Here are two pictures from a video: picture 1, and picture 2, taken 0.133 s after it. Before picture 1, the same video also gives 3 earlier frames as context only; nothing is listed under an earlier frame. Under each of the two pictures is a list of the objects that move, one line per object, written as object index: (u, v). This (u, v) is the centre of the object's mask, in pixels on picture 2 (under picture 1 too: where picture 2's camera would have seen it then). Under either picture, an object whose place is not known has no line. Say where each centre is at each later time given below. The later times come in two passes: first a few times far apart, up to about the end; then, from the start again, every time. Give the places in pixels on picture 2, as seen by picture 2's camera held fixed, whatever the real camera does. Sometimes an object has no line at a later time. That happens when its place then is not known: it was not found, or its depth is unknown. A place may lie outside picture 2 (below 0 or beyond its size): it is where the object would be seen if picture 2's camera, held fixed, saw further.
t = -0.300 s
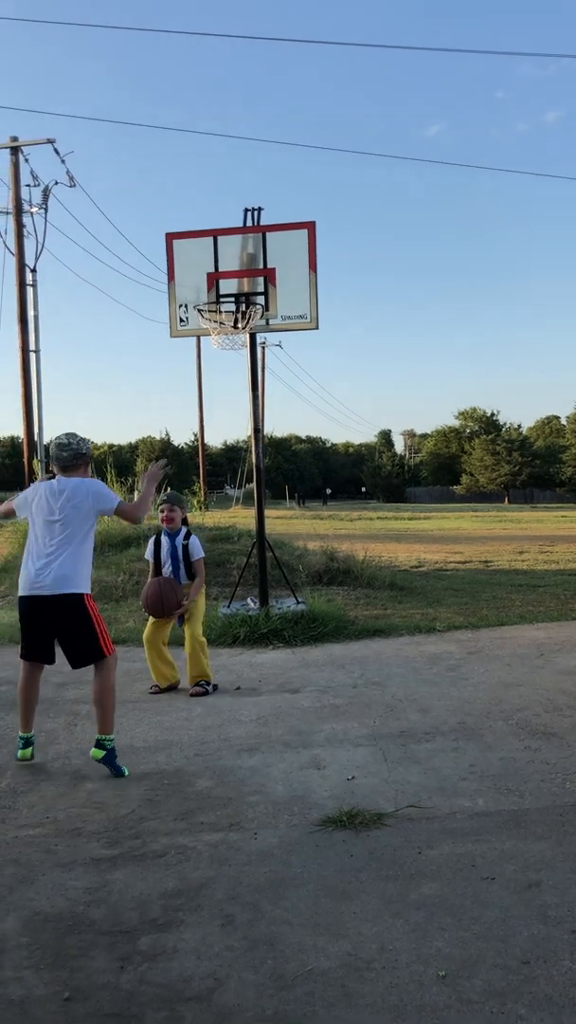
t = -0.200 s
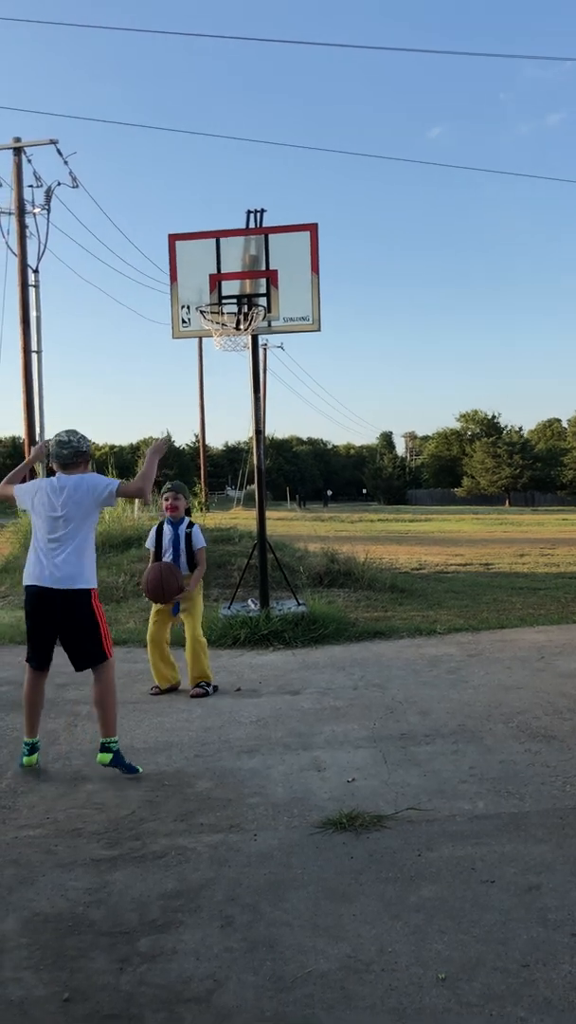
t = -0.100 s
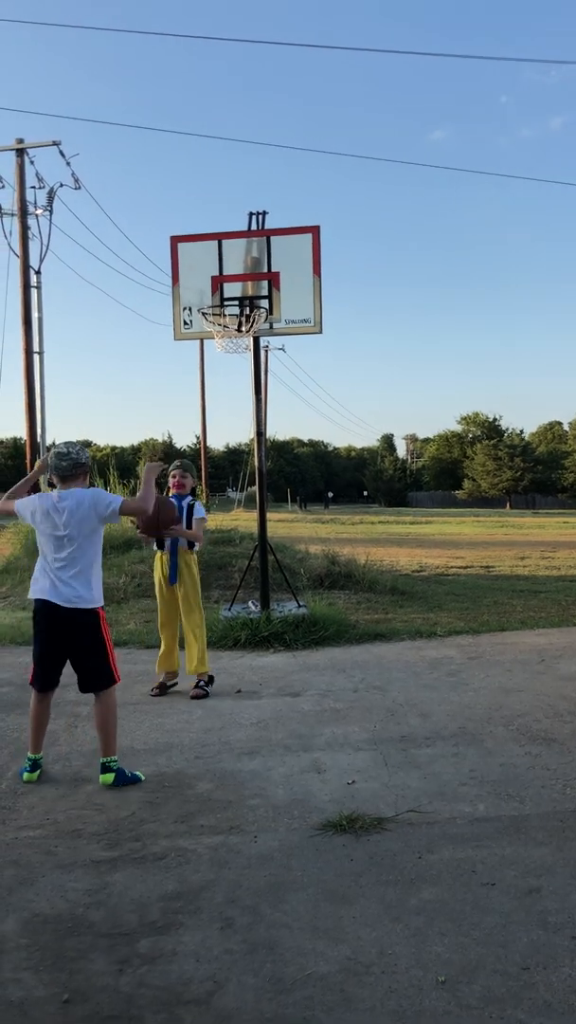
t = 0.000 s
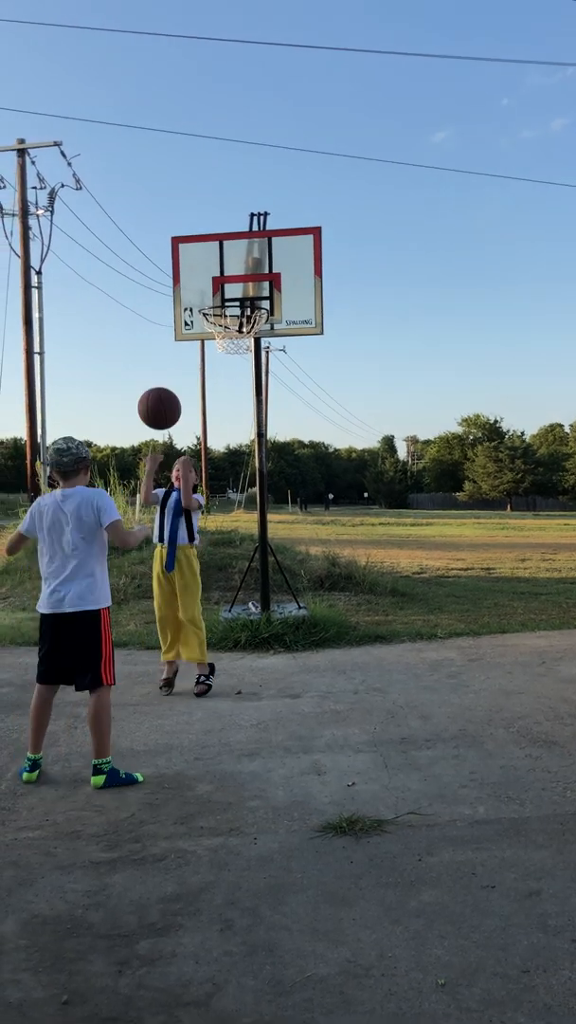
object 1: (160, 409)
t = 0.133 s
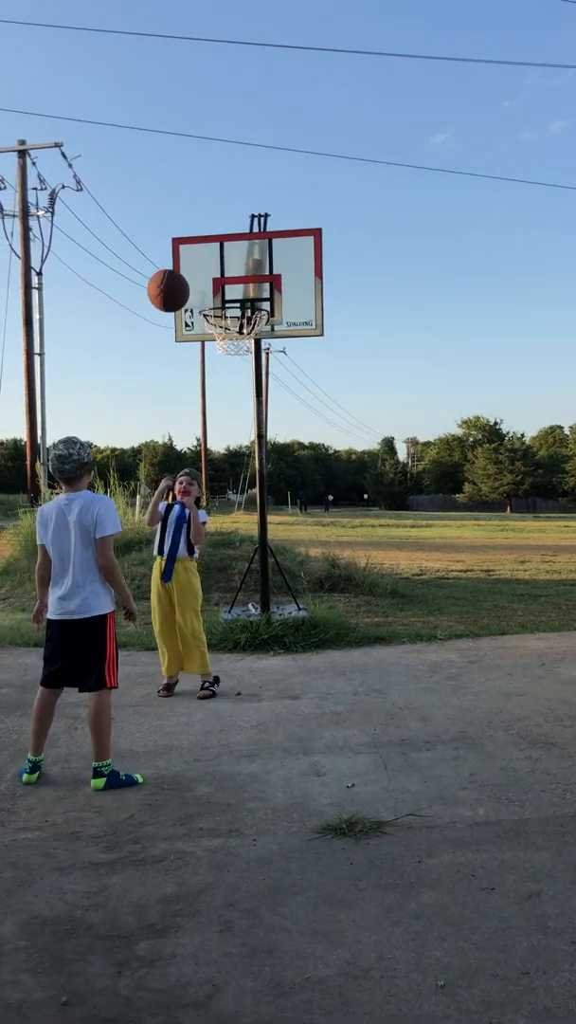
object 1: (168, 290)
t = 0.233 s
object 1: (175, 226)
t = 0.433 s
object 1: (191, 154)
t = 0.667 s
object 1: (212, 158)
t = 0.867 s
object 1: (231, 232)
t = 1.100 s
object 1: (257, 389)
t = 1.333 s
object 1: (282, 611)
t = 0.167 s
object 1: (171, 267)
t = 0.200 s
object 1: (173, 245)
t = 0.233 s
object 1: (175, 226)
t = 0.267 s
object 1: (178, 208)
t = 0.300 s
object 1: (181, 193)
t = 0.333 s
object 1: (184, 181)
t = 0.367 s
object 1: (186, 170)
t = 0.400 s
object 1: (189, 161)
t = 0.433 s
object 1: (191, 154)
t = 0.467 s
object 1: (194, 149)
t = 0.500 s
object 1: (197, 146)
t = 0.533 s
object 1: (200, 145)
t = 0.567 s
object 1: (203, 145)
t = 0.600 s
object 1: (206, 148)
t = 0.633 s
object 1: (209, 152)
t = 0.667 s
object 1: (212, 158)
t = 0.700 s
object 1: (215, 166)
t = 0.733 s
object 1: (218, 176)
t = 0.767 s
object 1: (222, 187)
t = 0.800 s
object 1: (225, 200)
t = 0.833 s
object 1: (228, 215)
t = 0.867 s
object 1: (231, 232)
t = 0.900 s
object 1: (235, 250)
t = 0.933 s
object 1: (238, 269)
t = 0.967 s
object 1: (242, 291)
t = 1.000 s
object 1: (246, 313)
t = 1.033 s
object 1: (249, 337)
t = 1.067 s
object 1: (253, 363)
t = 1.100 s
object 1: (257, 389)
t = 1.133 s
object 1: (261, 417)
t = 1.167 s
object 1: (263, 446)
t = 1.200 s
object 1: (267, 477)
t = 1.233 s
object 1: (271, 509)
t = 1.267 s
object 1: (275, 541)
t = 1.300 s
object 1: (278, 577)
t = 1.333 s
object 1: (282, 611)
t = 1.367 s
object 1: (286, 650)
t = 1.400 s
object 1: (286, 637)
